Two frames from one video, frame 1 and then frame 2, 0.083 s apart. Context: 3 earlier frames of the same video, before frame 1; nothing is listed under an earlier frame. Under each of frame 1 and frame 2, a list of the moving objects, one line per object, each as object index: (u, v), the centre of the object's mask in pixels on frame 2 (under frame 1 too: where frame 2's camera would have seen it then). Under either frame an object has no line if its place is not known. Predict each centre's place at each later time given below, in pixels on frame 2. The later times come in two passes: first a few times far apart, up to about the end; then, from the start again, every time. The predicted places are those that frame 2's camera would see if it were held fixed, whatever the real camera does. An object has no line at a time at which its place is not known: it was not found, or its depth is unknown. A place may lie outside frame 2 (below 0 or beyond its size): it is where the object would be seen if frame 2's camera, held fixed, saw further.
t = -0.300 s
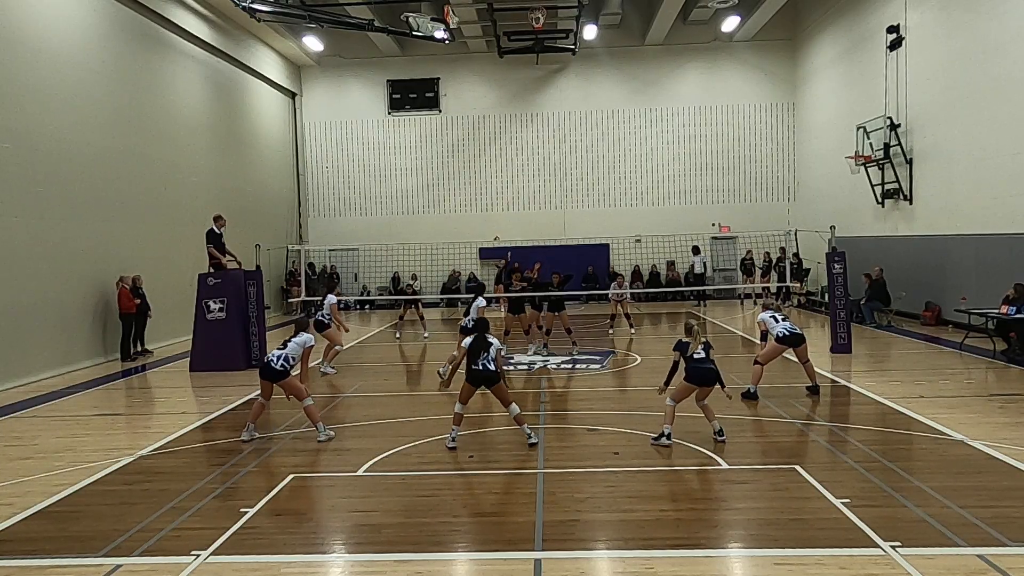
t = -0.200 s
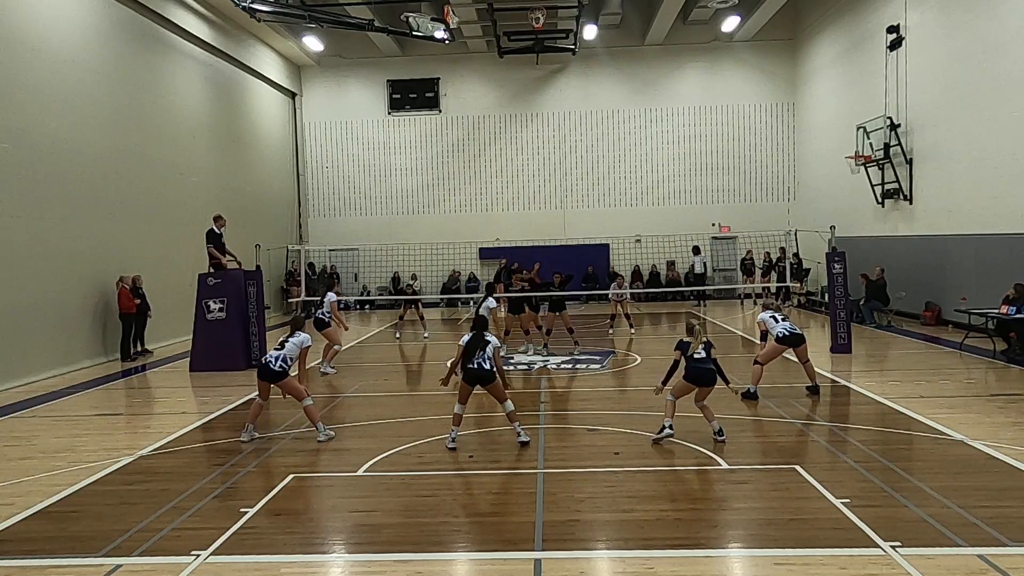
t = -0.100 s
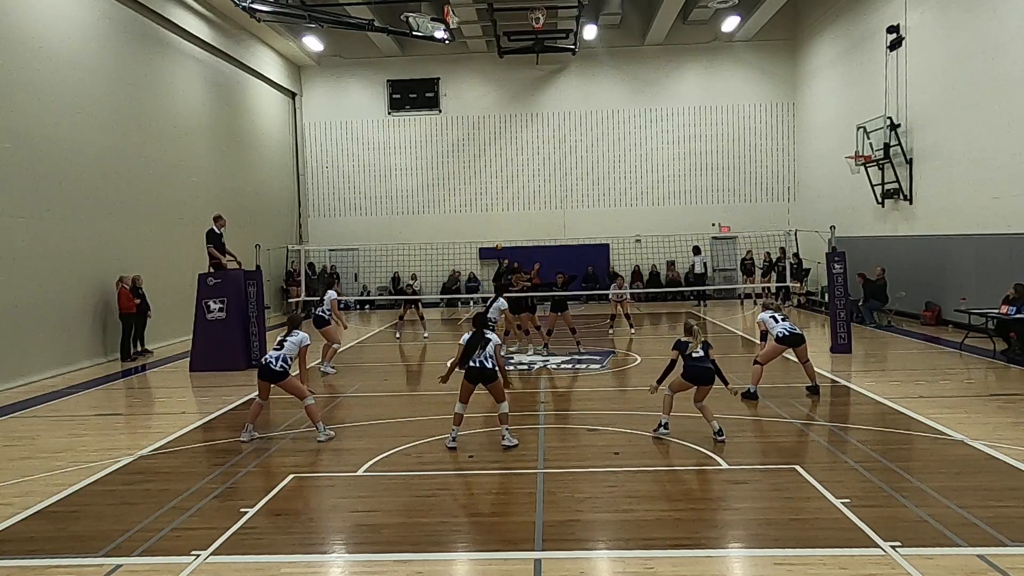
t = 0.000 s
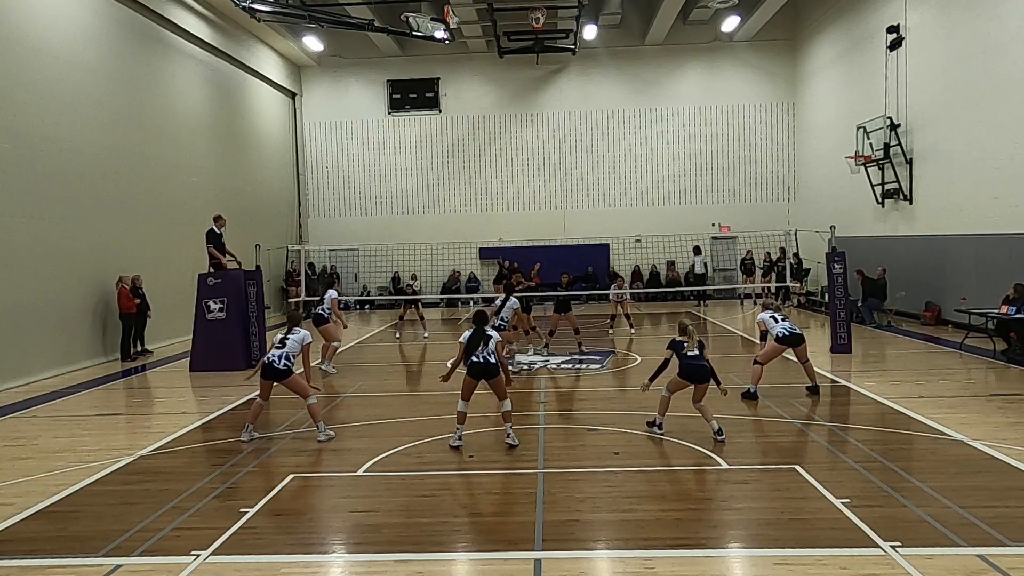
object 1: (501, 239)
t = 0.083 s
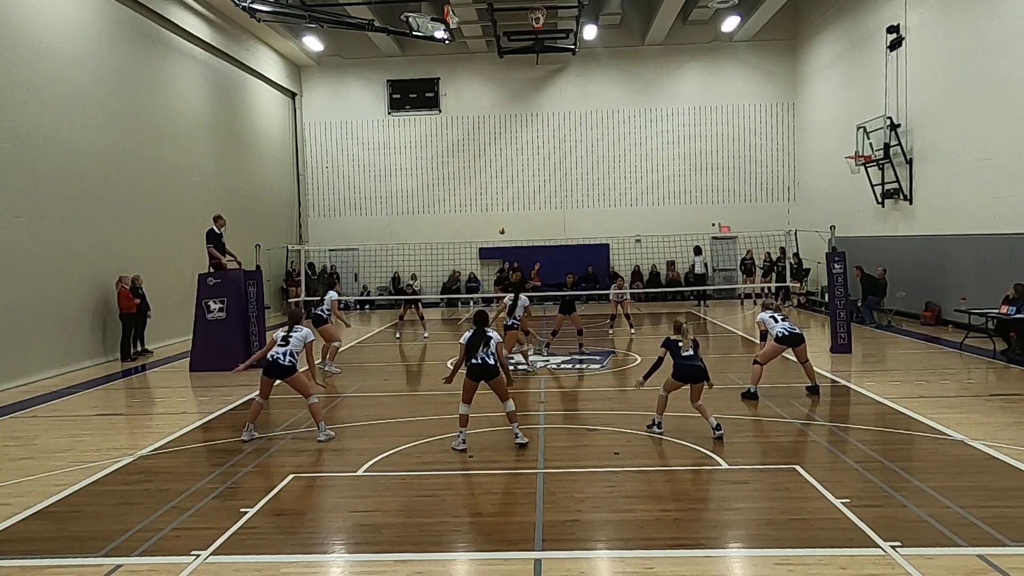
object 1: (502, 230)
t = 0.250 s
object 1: (505, 214)
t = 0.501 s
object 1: (510, 208)
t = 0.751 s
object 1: (519, 231)
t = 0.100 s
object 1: (502, 229)
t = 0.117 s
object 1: (502, 226)
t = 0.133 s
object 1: (503, 225)
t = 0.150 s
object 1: (503, 223)
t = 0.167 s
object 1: (503, 221)
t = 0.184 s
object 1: (504, 220)
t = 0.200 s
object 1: (504, 218)
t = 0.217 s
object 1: (505, 217)
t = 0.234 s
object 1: (505, 216)
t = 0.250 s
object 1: (505, 214)
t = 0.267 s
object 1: (506, 213)
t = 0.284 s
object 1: (506, 212)
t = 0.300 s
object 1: (506, 211)
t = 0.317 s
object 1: (507, 210)
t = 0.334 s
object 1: (507, 210)
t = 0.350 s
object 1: (507, 209)
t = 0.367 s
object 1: (507, 208)
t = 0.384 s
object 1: (508, 208)
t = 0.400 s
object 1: (508, 208)
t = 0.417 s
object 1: (508, 208)
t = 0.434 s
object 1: (509, 208)
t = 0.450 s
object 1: (509, 208)
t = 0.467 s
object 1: (509, 208)
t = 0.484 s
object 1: (509, 208)
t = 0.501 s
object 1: (510, 208)
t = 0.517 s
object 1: (510, 209)
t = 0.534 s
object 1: (510, 210)
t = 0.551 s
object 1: (510, 210)
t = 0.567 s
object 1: (511, 211)
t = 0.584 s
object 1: (511, 212)
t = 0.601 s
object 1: (511, 213)
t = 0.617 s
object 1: (512, 214)
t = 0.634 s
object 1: (513, 216)
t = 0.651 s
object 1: (513, 217)
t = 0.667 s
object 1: (514, 219)
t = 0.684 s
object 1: (515, 221)
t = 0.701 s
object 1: (516, 223)
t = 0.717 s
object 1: (517, 226)
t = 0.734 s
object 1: (518, 229)
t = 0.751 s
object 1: (519, 231)
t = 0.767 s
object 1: (520, 235)
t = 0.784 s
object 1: (521, 238)
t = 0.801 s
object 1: (522, 242)
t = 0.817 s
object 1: (523, 246)
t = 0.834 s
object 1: (524, 250)
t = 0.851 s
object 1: (525, 254)
